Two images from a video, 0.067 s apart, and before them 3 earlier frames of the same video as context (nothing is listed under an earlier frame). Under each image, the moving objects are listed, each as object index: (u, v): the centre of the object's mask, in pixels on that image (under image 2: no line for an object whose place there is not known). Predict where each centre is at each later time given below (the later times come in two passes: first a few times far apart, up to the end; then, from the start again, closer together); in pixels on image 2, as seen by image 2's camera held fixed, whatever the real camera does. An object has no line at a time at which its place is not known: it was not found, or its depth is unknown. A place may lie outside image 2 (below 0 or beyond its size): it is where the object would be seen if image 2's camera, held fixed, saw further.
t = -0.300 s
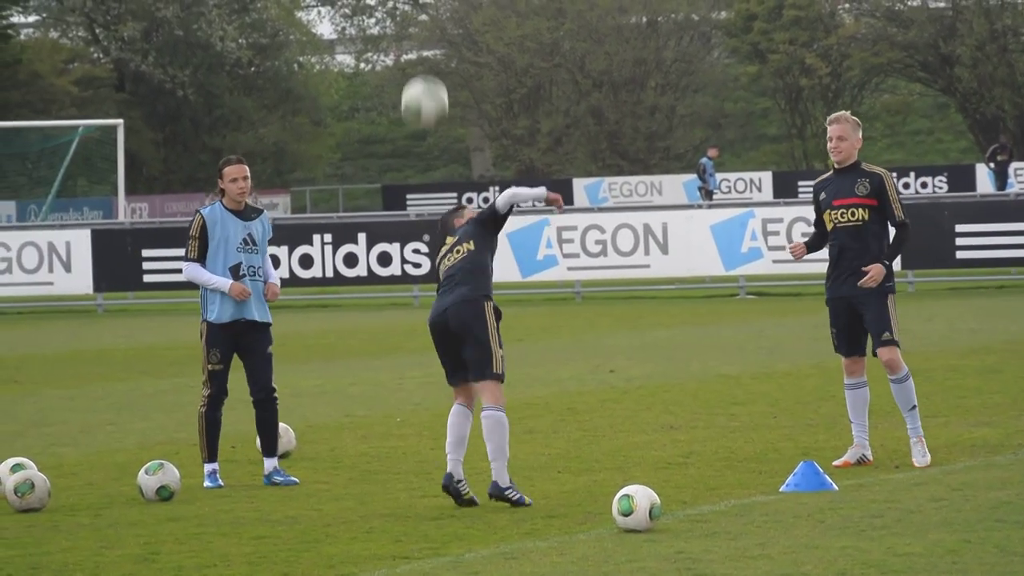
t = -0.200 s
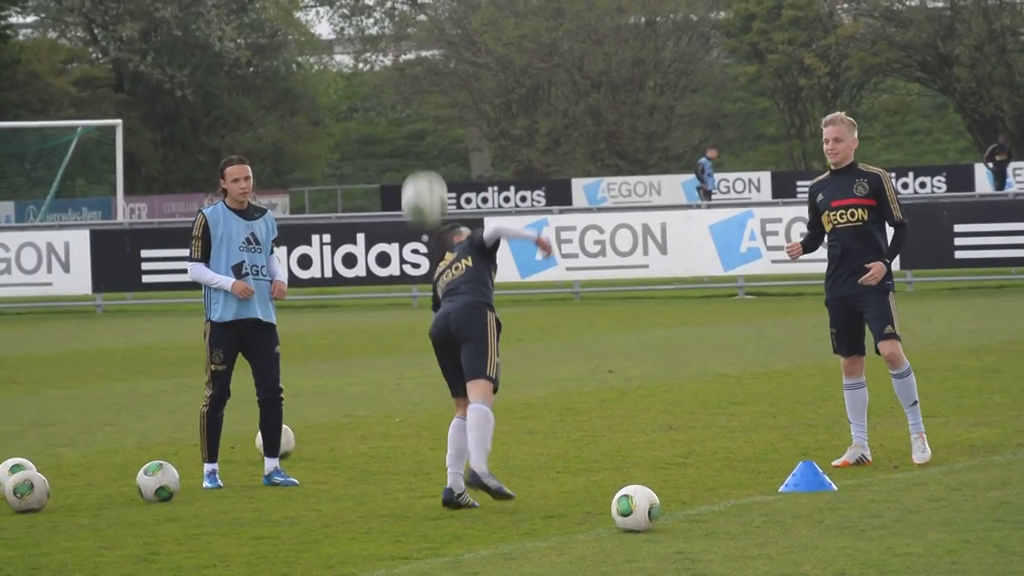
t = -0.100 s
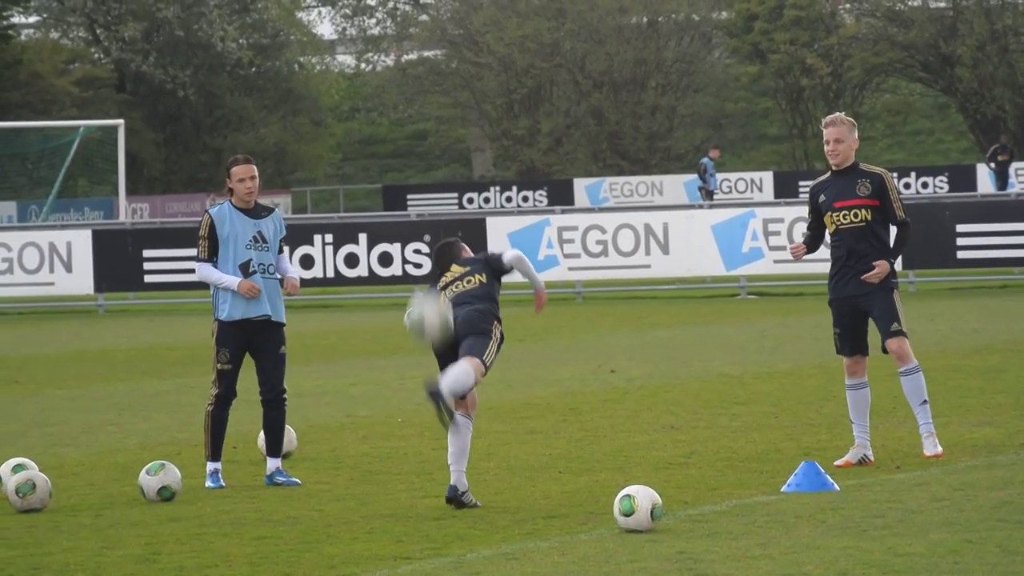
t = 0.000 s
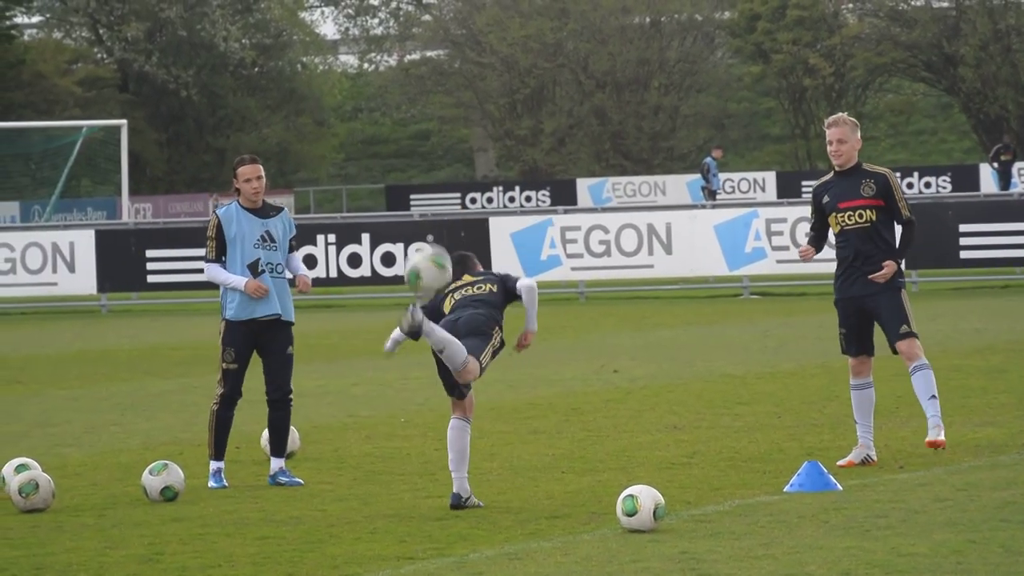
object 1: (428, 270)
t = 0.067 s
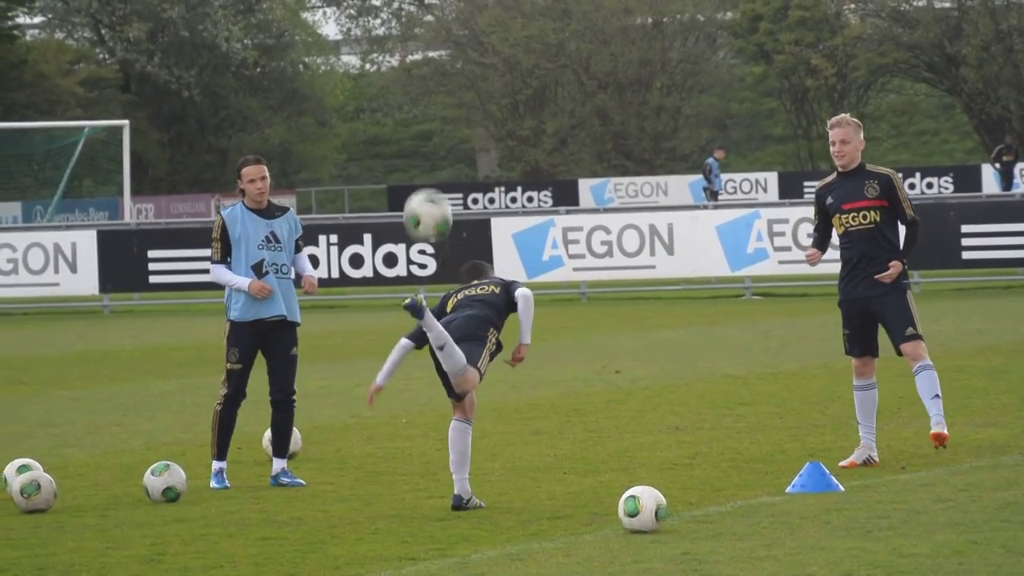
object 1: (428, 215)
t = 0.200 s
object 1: (427, 129)
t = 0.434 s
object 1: (434, 75)
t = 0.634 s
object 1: (448, 138)
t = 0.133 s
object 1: (427, 167)
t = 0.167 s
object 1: (426, 147)
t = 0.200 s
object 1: (427, 129)
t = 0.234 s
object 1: (427, 114)
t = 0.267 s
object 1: (428, 101)
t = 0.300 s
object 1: (429, 91)
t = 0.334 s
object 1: (430, 83)
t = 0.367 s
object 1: (431, 78)
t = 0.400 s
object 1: (433, 75)
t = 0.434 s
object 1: (434, 75)
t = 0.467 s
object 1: (436, 78)
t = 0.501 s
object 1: (438, 84)
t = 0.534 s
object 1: (441, 93)
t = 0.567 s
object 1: (443, 105)
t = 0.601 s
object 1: (446, 119)
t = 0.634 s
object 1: (448, 138)
